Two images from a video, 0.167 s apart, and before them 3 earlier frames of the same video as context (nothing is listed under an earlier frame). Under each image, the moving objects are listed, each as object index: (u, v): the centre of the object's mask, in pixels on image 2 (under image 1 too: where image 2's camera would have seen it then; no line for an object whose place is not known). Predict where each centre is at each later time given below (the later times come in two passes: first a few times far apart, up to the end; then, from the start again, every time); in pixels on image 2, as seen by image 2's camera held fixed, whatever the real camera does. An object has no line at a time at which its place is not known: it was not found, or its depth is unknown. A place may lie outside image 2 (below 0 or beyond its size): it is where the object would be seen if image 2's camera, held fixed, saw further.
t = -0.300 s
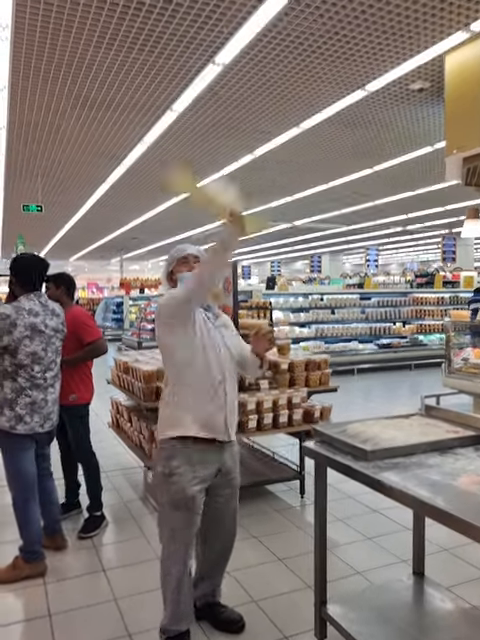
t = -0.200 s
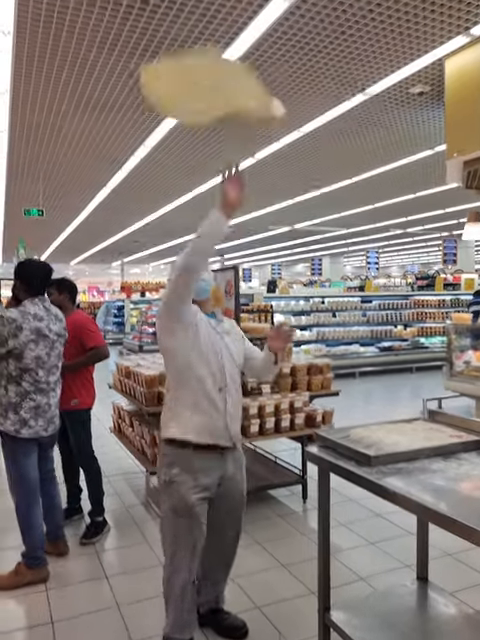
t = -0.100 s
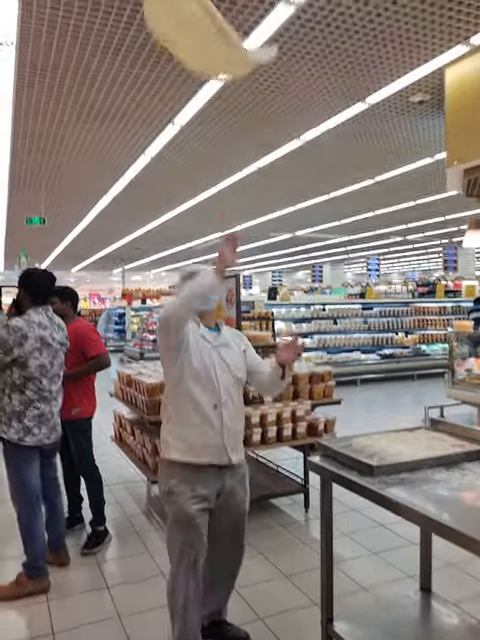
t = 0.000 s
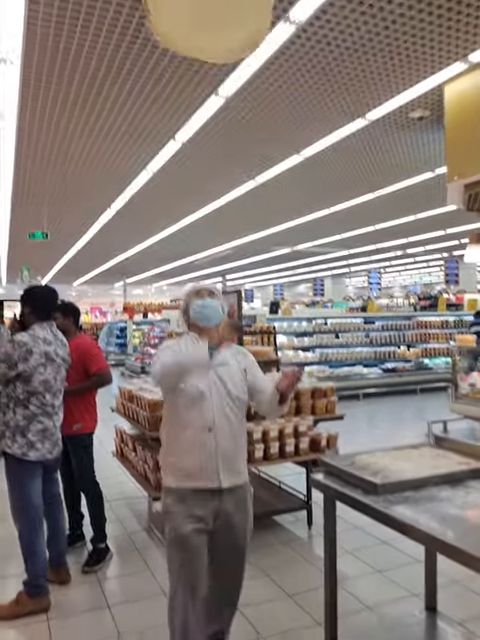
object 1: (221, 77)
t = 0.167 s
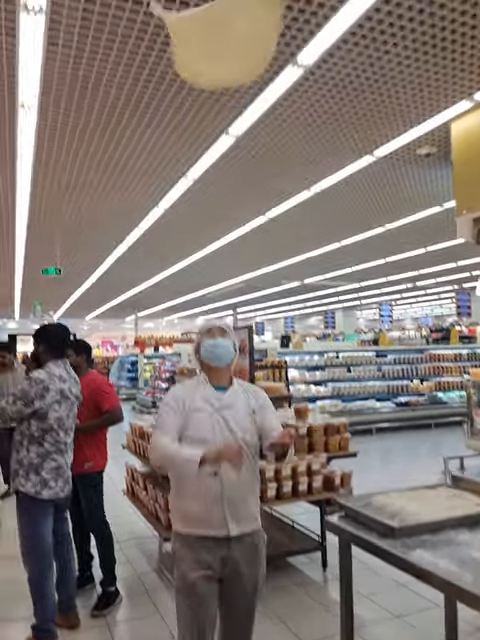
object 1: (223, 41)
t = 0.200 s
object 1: (220, 43)
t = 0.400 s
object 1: (222, 90)
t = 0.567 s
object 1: (236, 201)
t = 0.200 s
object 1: (220, 43)
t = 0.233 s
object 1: (218, 43)
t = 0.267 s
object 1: (225, 50)
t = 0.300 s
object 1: (226, 56)
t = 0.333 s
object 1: (226, 66)
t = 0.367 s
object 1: (226, 77)
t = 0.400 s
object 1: (222, 90)
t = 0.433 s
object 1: (225, 110)
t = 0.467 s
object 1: (233, 133)
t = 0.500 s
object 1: (237, 153)
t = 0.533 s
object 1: (236, 175)
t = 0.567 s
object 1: (236, 201)
